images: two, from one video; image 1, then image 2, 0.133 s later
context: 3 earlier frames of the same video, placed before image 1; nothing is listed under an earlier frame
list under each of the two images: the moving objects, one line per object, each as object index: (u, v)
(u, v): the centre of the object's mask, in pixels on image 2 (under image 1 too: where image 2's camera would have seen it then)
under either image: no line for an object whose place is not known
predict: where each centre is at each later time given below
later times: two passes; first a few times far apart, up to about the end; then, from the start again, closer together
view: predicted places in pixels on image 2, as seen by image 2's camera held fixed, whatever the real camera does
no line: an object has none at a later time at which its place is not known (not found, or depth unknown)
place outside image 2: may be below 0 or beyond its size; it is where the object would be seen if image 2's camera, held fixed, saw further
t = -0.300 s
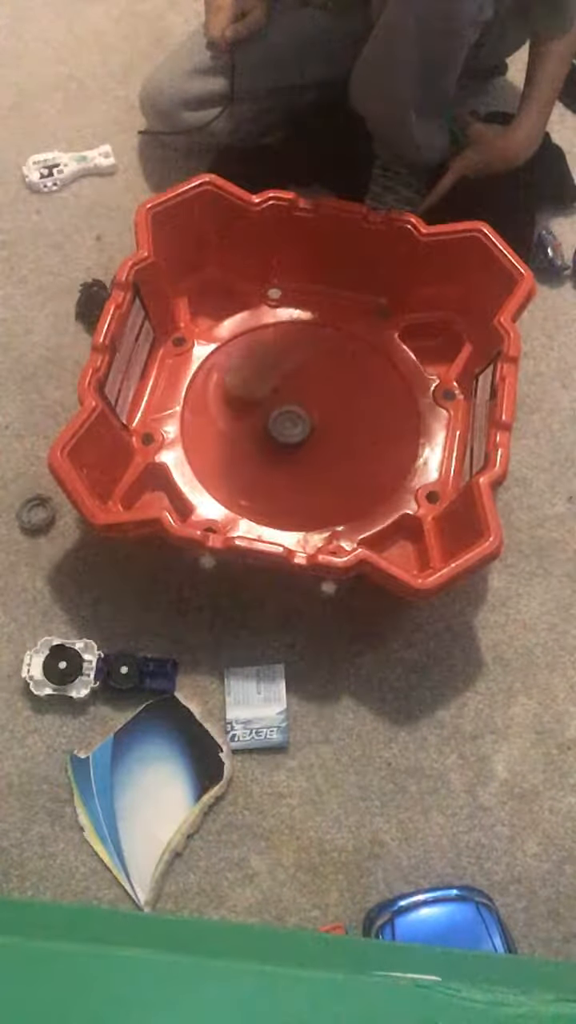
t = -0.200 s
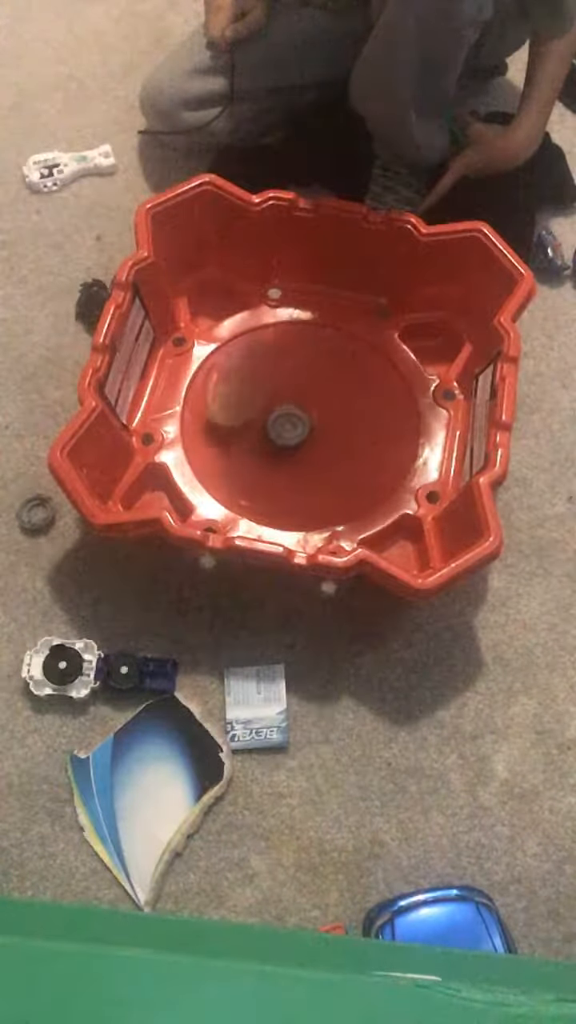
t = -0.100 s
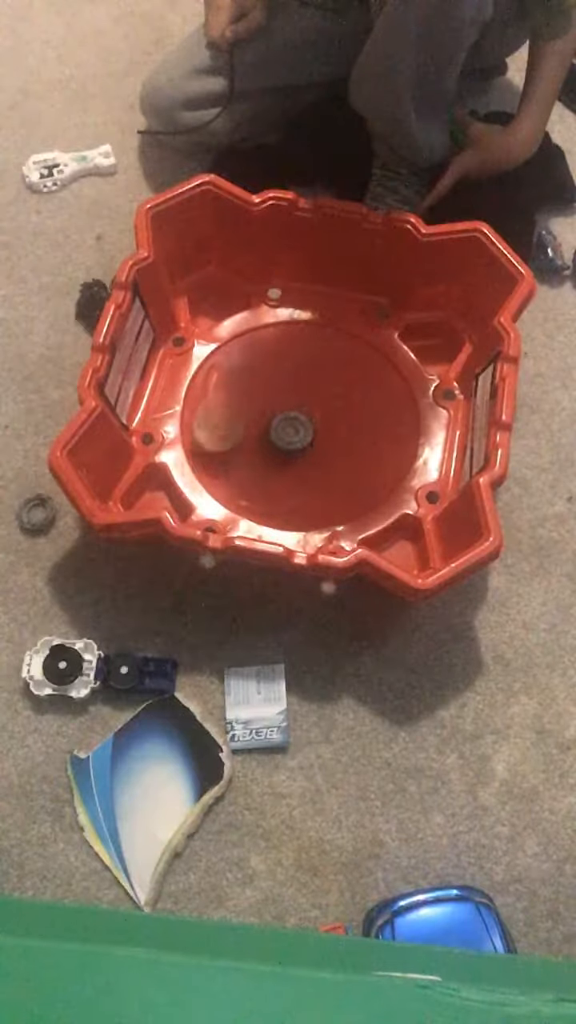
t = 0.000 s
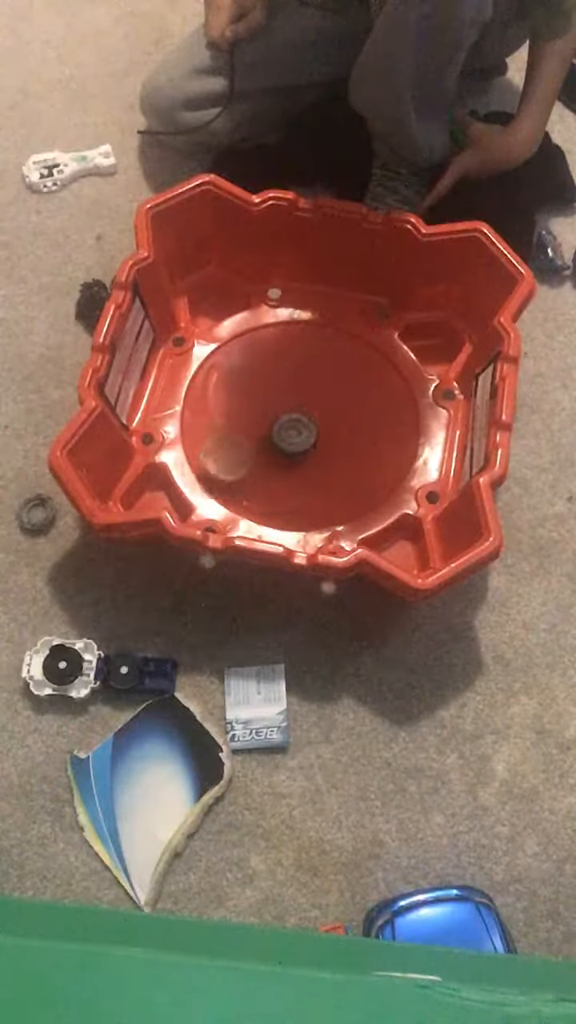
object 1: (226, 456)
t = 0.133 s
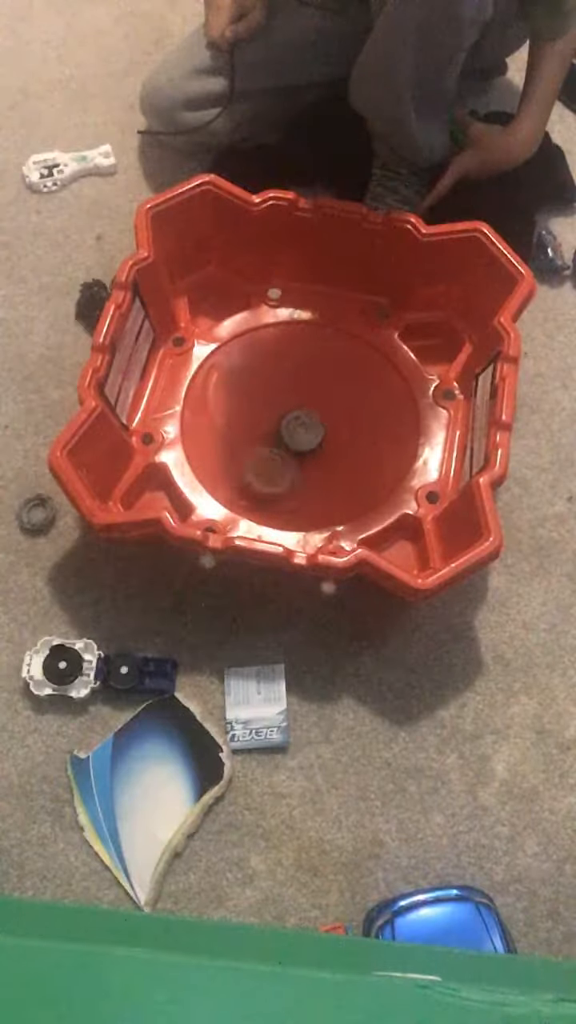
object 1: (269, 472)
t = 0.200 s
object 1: (289, 473)
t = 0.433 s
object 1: (316, 440)
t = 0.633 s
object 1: (292, 399)
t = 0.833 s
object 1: (254, 391)
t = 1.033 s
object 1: (259, 419)
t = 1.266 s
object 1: (284, 437)
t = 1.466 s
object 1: (302, 440)
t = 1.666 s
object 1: (305, 442)
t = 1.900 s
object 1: (298, 434)
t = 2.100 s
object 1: (281, 432)
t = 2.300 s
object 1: (269, 432)
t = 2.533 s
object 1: (273, 432)
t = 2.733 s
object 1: (281, 432)
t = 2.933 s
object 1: (284, 436)
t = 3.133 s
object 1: (283, 441)
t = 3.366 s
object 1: (278, 446)
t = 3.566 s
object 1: (274, 442)
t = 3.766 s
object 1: (284, 431)
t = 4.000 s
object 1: (291, 428)
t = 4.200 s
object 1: (305, 426)
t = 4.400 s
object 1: (310, 396)
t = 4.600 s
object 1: (296, 389)
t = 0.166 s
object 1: (278, 474)
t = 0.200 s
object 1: (289, 473)
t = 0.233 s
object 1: (297, 471)
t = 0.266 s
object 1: (302, 468)
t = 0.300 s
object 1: (308, 466)
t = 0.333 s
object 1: (311, 461)
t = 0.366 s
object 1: (315, 456)
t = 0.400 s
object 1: (317, 448)
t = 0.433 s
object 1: (316, 440)
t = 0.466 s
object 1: (314, 433)
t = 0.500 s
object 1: (314, 425)
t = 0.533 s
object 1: (308, 422)
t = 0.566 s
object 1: (299, 416)
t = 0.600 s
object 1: (295, 409)
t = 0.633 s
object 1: (292, 399)
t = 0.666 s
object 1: (290, 396)
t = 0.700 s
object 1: (285, 390)
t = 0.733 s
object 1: (280, 387)
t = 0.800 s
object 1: (261, 386)
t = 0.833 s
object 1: (254, 391)
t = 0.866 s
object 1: (251, 393)
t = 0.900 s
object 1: (249, 400)
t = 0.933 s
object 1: (251, 405)
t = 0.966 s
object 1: (252, 408)
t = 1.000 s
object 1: (254, 413)
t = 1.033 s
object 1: (259, 419)
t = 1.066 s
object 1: (265, 421)
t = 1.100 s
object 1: (272, 425)
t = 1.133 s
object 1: (273, 427)
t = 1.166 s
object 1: (275, 430)
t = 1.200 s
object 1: (278, 433)
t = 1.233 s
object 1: (280, 436)
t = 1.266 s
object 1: (284, 437)
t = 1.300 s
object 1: (288, 438)
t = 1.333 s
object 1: (290, 441)
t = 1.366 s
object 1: (293, 442)
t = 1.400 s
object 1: (297, 441)
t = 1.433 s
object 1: (299, 440)
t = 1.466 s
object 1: (302, 440)
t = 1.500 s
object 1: (303, 439)
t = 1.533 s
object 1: (305, 441)
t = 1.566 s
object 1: (305, 442)
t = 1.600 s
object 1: (304, 441)
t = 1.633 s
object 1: (303, 442)
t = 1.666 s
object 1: (305, 442)
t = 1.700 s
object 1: (305, 442)
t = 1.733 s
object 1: (304, 442)
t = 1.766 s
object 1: (303, 441)
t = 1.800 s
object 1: (303, 438)
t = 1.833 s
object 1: (302, 438)
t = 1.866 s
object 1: (302, 436)
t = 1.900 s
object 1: (298, 434)
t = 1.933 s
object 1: (293, 433)
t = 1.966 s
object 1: (291, 433)
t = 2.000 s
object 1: (289, 433)
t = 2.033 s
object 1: (286, 433)
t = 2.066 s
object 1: (283, 434)
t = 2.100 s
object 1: (281, 432)
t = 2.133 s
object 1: (280, 432)
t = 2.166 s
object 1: (280, 432)
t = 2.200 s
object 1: (277, 430)
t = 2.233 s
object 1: (274, 433)
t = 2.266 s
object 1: (270, 432)
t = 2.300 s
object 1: (269, 432)
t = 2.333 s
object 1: (268, 433)
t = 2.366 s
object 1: (268, 433)
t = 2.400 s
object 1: (265, 433)
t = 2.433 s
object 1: (266, 433)
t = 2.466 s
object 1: (268, 432)
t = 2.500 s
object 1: (269, 433)
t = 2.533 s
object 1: (273, 432)
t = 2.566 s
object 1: (273, 432)
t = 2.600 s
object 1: (275, 429)
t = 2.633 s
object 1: (277, 431)
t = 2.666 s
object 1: (280, 431)
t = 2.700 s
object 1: (280, 431)
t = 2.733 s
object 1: (281, 432)
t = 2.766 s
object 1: (282, 429)
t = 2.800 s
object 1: (283, 430)
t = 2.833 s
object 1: (284, 431)
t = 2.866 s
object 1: (284, 433)
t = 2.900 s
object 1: (284, 435)
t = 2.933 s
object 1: (284, 436)
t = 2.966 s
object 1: (284, 436)
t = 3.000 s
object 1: (285, 436)
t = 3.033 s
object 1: (285, 437)
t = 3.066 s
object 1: (285, 437)
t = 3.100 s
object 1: (284, 440)
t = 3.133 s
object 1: (283, 441)
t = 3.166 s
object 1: (282, 442)
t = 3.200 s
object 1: (282, 443)
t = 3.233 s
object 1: (281, 443)
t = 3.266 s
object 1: (282, 443)
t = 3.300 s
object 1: (282, 443)
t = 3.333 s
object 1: (279, 445)
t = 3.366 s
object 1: (278, 446)
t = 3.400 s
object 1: (277, 446)
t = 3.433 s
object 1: (274, 446)
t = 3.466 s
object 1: (274, 445)
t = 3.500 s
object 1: (273, 445)
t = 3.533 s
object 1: (273, 443)
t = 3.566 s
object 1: (274, 442)
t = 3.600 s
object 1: (274, 439)
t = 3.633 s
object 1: (276, 439)
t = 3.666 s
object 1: (275, 438)
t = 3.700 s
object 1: (278, 433)
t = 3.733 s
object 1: (281, 433)
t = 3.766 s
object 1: (284, 431)
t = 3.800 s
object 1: (284, 431)
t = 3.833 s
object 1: (282, 430)
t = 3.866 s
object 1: (283, 430)
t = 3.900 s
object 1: (284, 430)
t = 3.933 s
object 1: (286, 428)
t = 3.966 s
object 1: (289, 428)
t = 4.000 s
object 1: (291, 428)
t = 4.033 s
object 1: (293, 427)
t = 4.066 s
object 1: (294, 425)
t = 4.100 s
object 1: (296, 424)
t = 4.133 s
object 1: (298, 424)
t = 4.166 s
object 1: (301, 423)
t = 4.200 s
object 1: (305, 426)
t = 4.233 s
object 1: (309, 421)
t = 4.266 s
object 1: (312, 415)
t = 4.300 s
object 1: (313, 409)
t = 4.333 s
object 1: (313, 403)
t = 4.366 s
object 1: (312, 398)
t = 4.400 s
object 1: (310, 396)
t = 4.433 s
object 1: (308, 394)
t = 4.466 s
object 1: (305, 393)
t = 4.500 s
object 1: (303, 392)
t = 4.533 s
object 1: (302, 390)
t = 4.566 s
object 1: (299, 390)
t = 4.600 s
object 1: (296, 389)
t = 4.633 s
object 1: (294, 389)
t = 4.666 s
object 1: (292, 387)
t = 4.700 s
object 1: (292, 387)
